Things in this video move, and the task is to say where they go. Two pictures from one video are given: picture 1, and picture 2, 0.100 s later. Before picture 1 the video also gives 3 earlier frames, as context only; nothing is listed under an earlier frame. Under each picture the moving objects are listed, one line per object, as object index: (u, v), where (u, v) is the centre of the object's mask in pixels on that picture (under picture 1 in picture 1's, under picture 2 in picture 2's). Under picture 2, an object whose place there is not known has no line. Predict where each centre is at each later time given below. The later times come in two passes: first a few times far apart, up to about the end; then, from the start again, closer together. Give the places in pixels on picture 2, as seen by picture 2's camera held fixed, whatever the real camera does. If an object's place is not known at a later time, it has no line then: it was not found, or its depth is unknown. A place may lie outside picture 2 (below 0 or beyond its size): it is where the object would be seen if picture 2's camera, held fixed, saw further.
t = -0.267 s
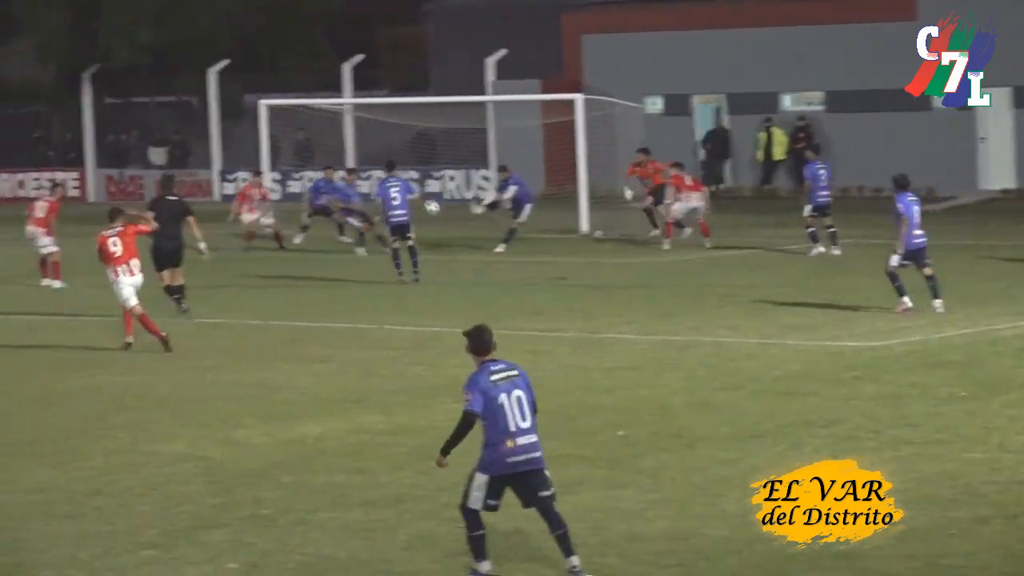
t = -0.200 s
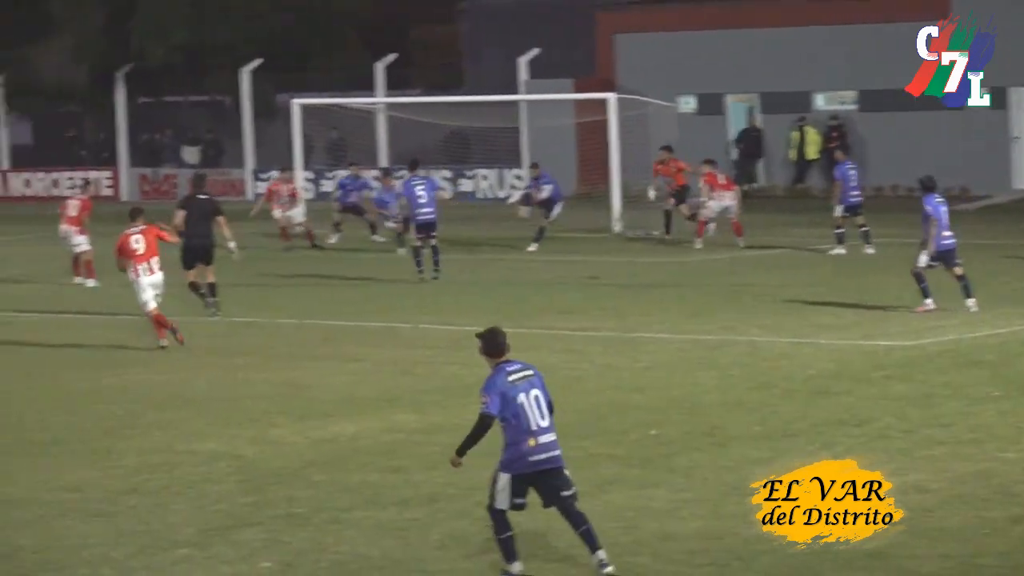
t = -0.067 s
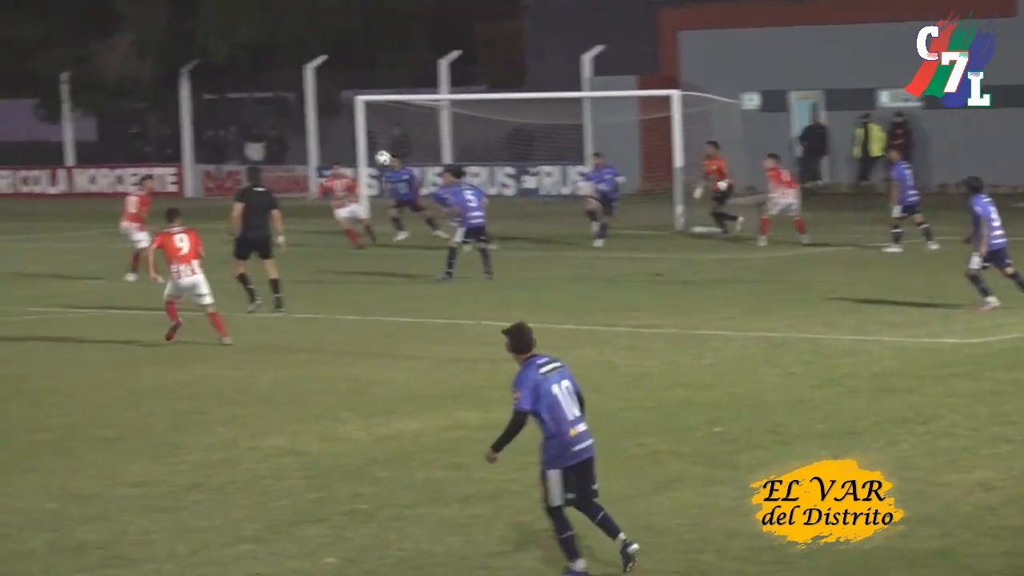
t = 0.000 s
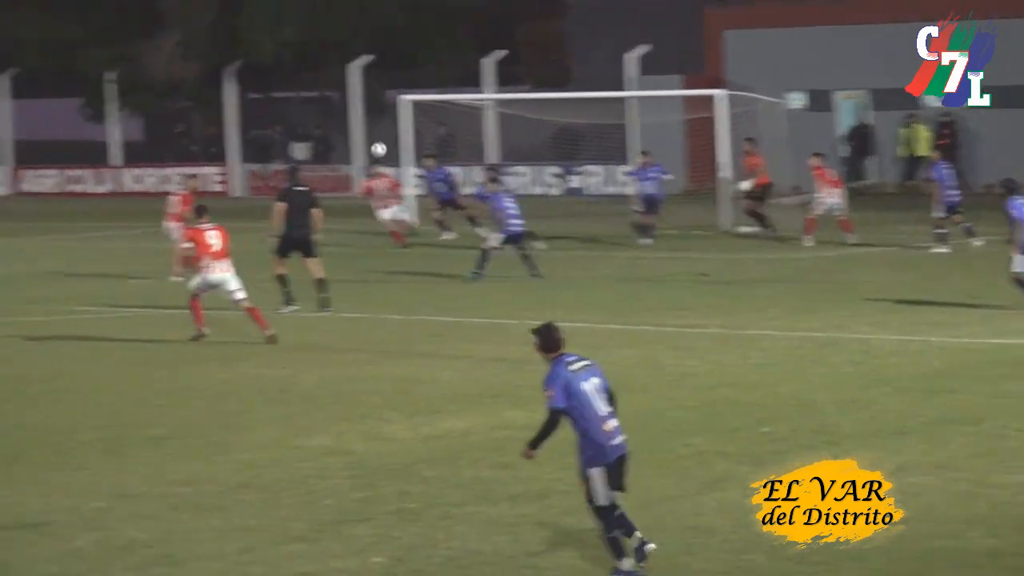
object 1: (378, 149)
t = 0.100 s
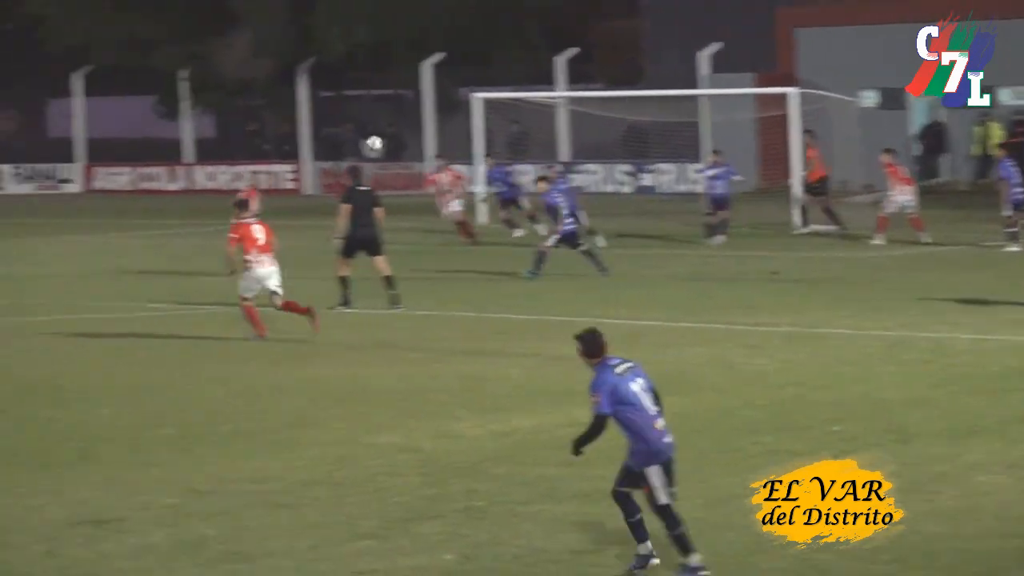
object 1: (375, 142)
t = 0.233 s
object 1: (273, 152)
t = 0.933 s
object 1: (-316, 276)
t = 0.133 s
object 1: (349, 144)
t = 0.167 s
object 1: (325, 146)
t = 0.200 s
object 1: (299, 149)
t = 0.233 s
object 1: (273, 152)
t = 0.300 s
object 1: (220, 163)
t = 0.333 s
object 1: (191, 170)
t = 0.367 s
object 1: (166, 179)
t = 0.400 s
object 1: (135, 188)
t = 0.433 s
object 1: (108, 201)
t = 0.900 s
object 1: (-291, 283)
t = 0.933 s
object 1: (-316, 276)
